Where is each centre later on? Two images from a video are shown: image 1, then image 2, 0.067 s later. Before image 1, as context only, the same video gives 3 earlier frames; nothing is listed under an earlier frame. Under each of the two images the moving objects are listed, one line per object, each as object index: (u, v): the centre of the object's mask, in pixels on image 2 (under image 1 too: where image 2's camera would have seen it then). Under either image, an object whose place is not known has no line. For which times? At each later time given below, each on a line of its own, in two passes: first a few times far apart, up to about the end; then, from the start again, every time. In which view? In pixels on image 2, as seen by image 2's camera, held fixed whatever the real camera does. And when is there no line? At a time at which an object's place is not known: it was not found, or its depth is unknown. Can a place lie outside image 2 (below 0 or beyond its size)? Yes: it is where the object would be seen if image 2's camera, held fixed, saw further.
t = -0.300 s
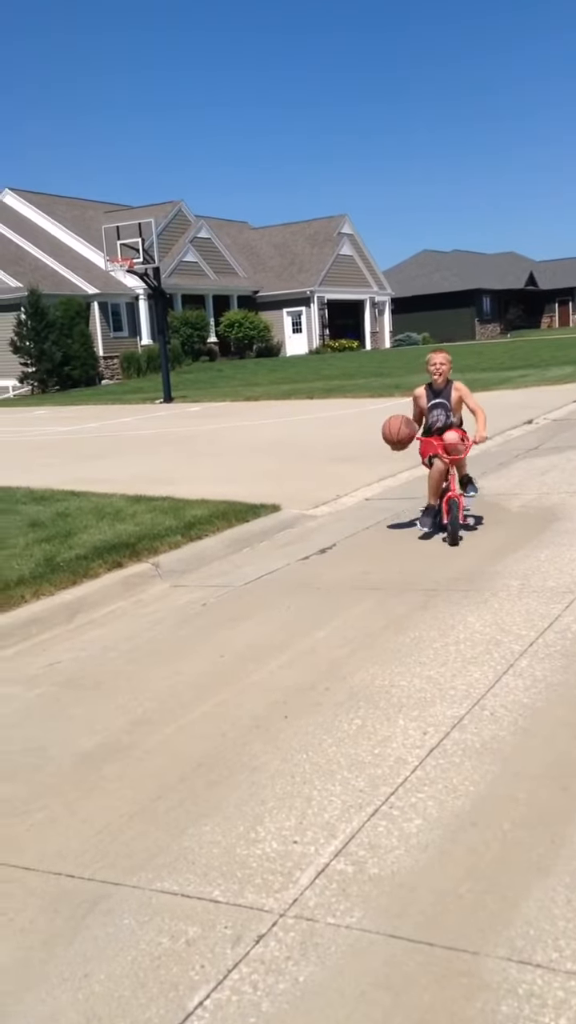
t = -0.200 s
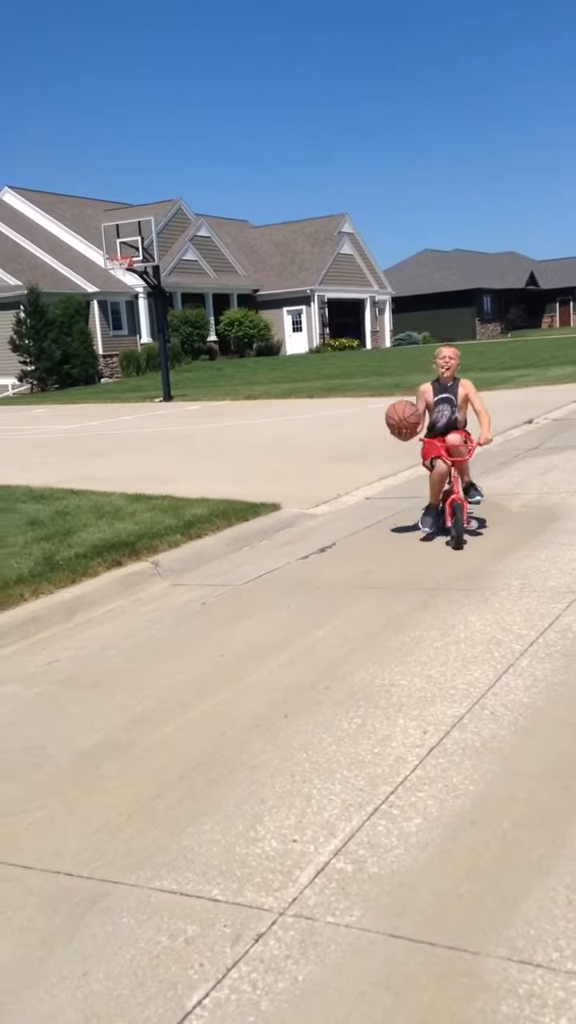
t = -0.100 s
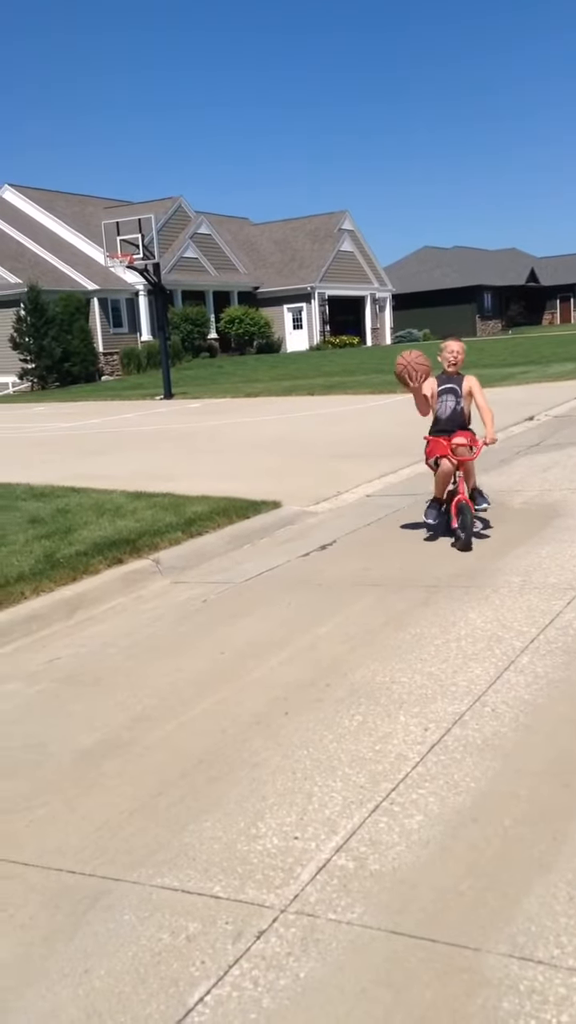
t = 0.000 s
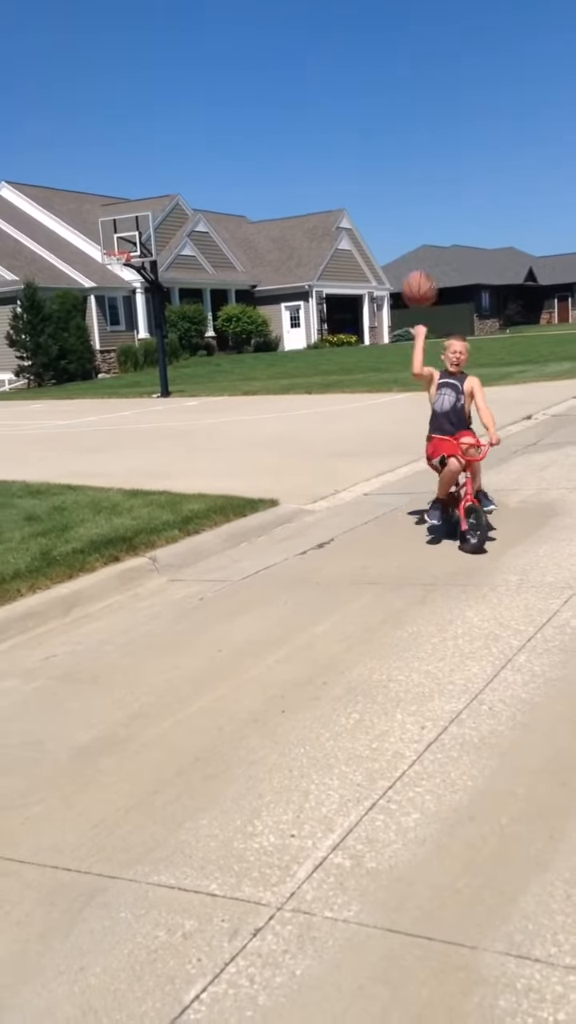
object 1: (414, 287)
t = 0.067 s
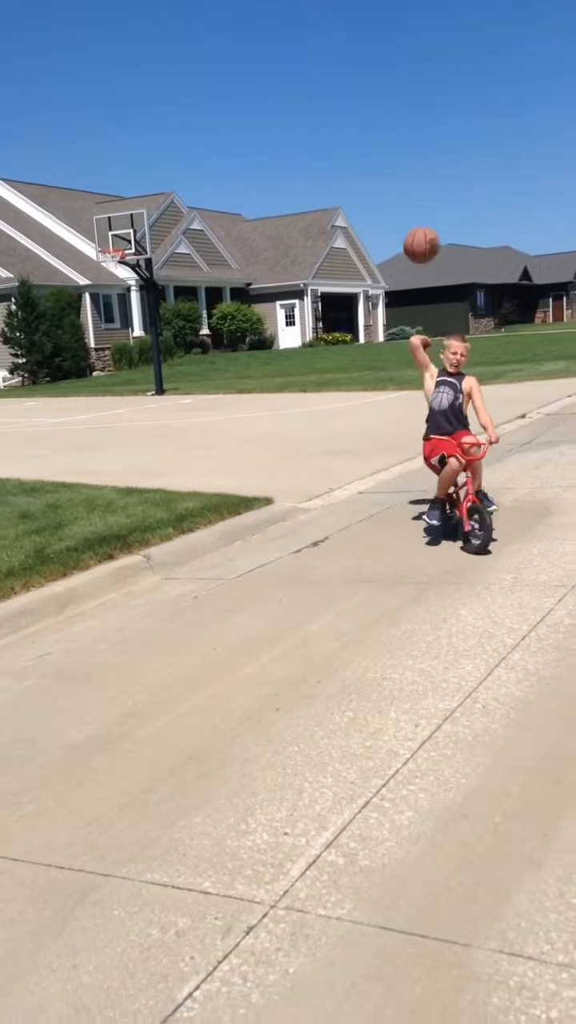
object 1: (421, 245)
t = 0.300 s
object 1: (446, 163)
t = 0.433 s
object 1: (459, 155)
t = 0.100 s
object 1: (425, 226)
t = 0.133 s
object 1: (429, 211)
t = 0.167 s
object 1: (432, 198)
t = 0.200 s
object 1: (436, 186)
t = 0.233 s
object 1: (440, 176)
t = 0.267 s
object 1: (443, 169)
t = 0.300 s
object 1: (446, 163)
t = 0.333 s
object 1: (449, 158)
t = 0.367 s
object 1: (452, 155)
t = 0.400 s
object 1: (456, 154)
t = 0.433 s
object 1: (459, 155)
